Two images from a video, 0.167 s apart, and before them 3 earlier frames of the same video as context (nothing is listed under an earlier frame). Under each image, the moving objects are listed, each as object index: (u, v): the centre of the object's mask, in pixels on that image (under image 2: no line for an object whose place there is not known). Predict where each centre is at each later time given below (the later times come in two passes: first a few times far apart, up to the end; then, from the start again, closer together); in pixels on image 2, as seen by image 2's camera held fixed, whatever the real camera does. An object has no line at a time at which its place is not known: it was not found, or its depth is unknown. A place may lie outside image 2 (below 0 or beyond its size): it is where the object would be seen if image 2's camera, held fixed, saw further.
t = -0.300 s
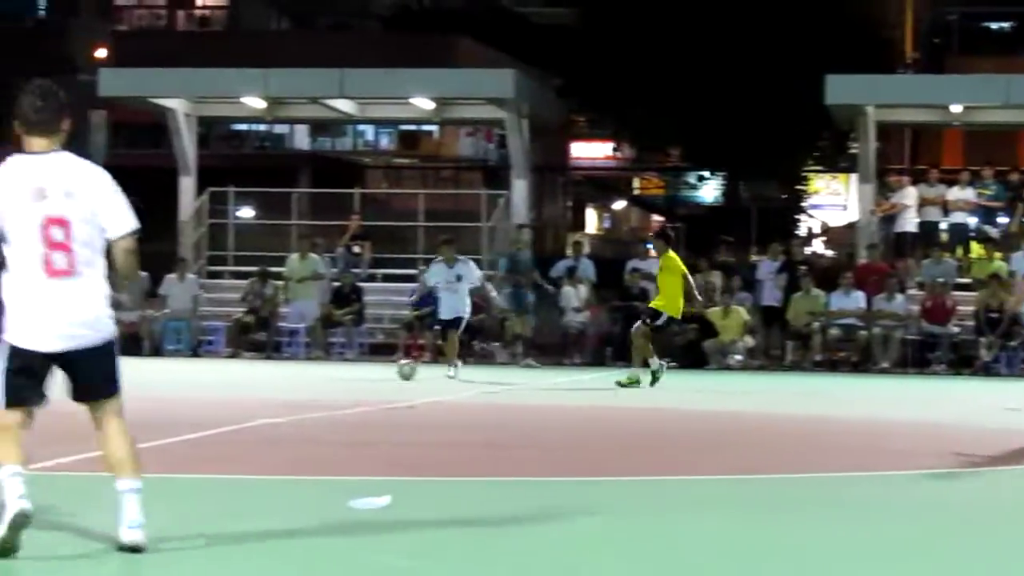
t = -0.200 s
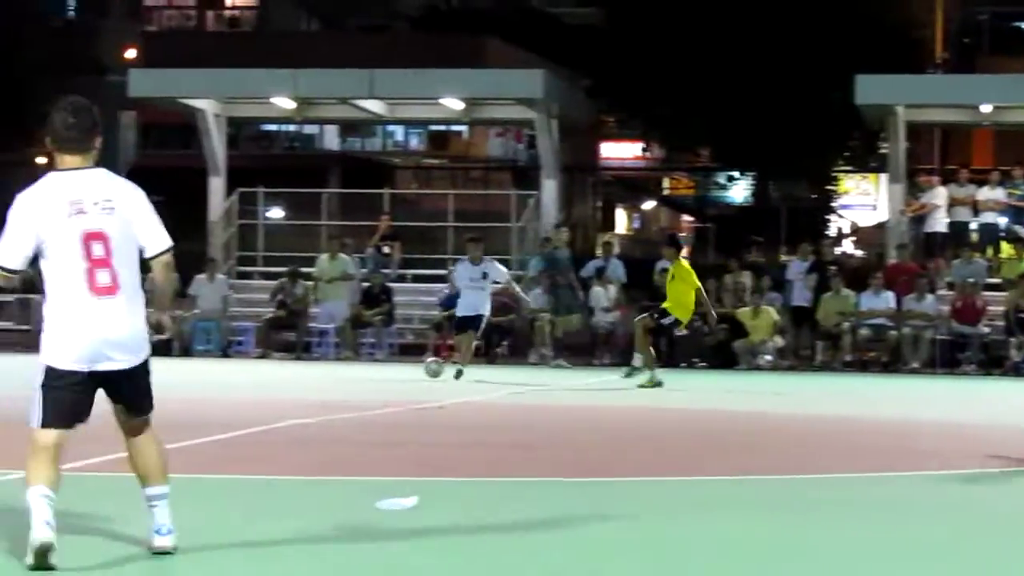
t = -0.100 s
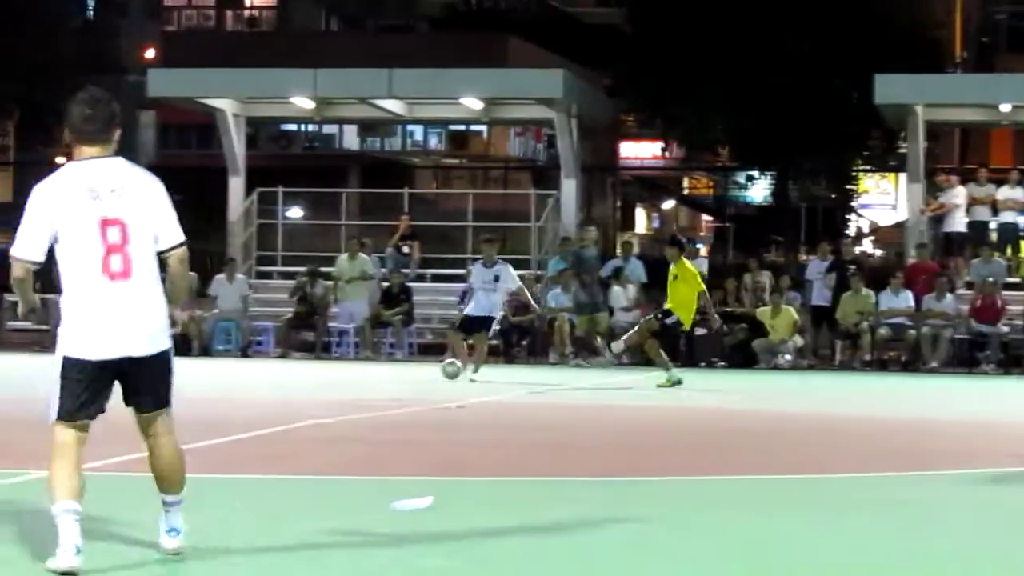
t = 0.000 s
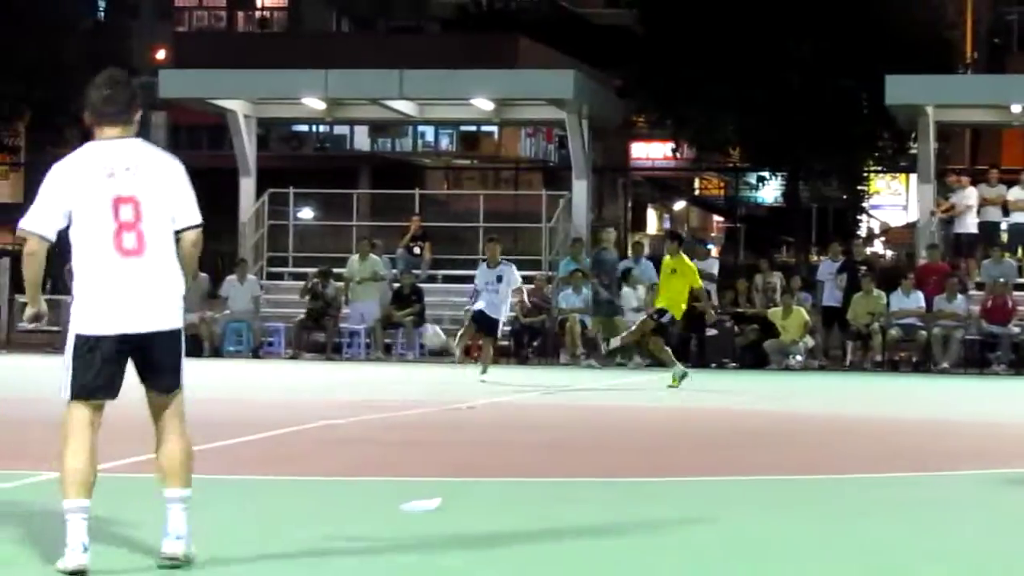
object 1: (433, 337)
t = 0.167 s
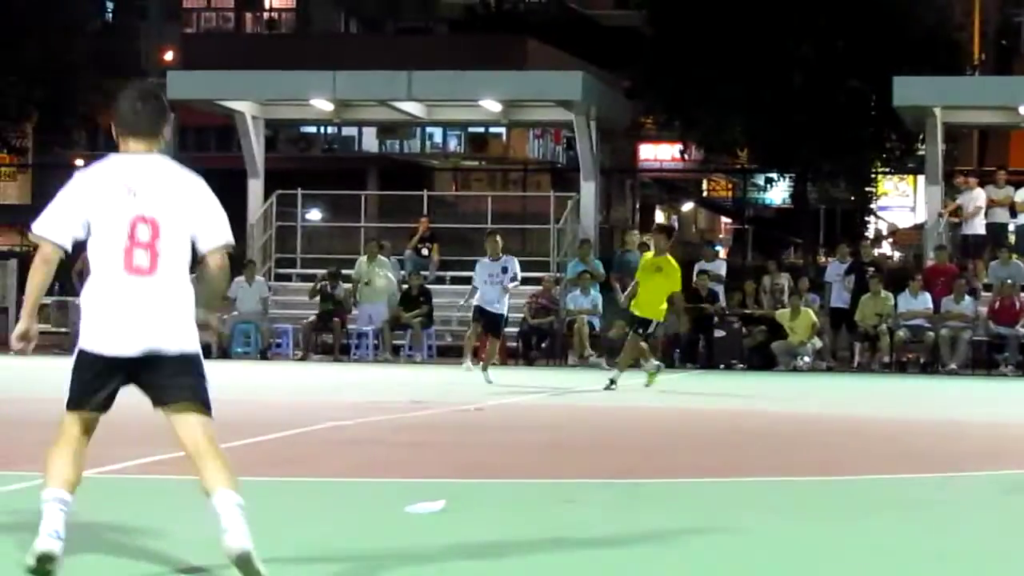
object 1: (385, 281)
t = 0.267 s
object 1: (347, 255)
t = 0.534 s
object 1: (252, 230)
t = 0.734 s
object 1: (176, 267)
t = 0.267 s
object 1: (347, 255)
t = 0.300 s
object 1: (336, 249)
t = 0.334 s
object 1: (325, 243)
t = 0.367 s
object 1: (314, 239)
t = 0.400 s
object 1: (301, 235)
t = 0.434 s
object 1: (289, 232)
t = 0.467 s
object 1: (277, 230)
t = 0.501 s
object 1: (266, 228)
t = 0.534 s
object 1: (252, 230)
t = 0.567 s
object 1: (238, 233)
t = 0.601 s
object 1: (229, 236)
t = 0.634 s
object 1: (217, 241)
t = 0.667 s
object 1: (204, 248)
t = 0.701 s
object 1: (190, 256)
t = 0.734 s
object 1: (176, 267)
